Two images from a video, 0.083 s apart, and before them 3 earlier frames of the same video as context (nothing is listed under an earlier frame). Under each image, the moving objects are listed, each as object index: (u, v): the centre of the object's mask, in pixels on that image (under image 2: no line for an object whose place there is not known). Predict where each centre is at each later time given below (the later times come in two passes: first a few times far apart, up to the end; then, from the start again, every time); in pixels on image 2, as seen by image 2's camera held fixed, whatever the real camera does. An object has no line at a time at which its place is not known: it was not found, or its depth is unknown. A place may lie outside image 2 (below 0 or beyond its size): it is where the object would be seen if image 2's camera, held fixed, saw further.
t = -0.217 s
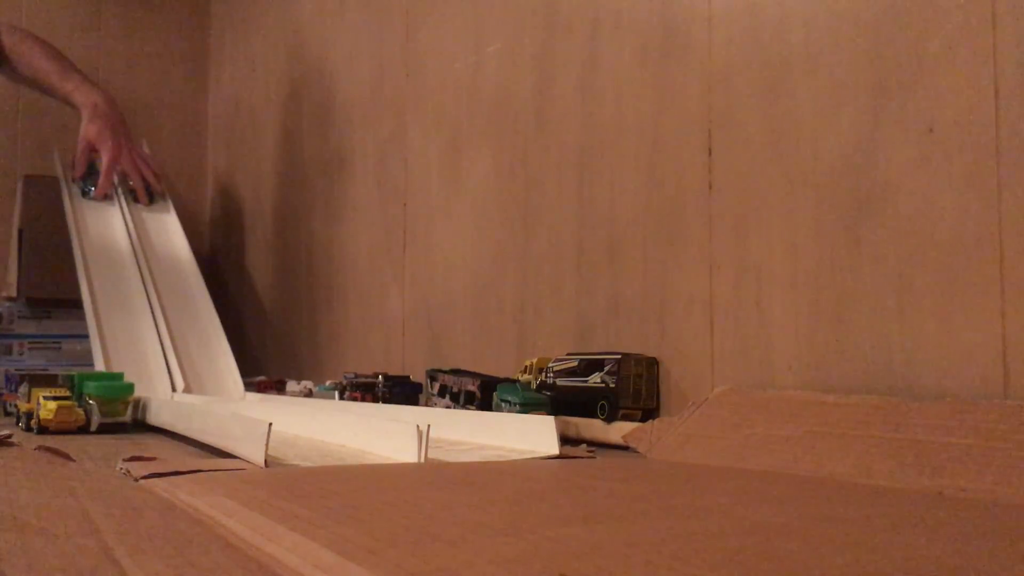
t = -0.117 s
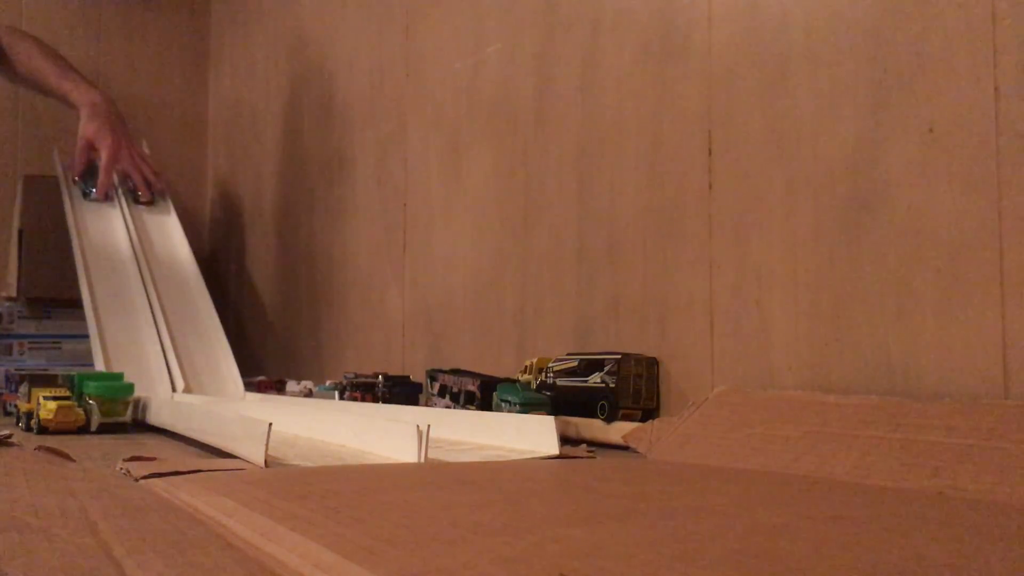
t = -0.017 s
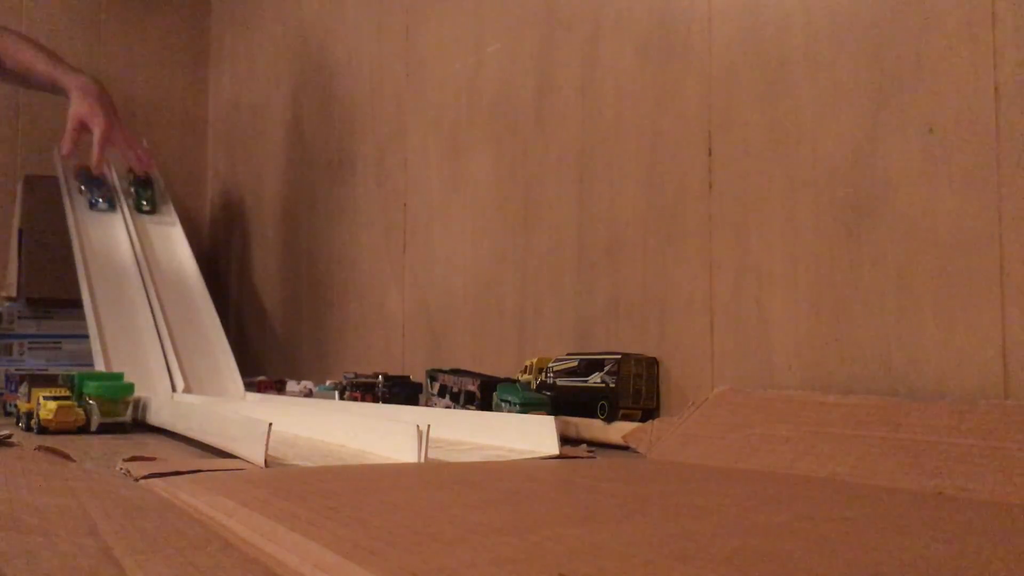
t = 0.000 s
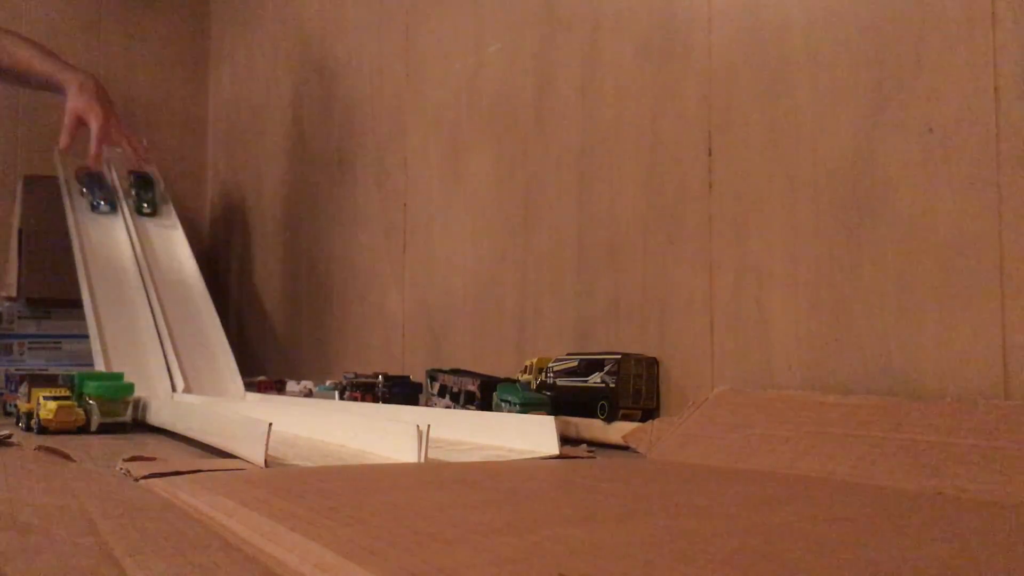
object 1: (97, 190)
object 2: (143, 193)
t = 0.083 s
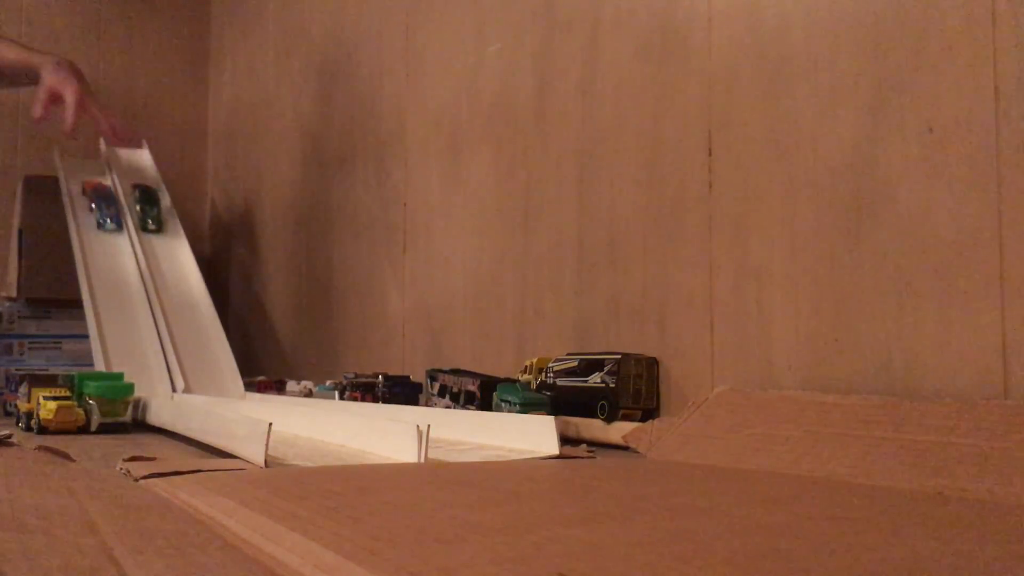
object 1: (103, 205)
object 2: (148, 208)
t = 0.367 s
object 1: (143, 343)
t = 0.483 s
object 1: (170, 388)
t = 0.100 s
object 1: (105, 210)
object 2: (148, 212)
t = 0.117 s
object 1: (107, 214)
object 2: (149, 216)
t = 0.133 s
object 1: (108, 219)
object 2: (151, 221)
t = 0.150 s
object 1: (111, 225)
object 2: (152, 227)
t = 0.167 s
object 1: (112, 230)
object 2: (153, 232)
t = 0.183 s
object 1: (114, 237)
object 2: (155, 238)
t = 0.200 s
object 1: (116, 244)
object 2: (156, 244)
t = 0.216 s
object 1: (118, 251)
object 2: (158, 251)
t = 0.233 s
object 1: (121, 257)
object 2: (160, 257)
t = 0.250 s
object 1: (122, 265)
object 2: (161, 265)
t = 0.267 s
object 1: (125, 275)
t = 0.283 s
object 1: (128, 284)
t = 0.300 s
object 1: (131, 295)
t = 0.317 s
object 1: (134, 306)
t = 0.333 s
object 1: (137, 317)
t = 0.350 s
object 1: (140, 329)
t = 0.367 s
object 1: (143, 343)
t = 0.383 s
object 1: (148, 357)
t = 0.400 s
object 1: (150, 364)
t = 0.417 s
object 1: (153, 371)
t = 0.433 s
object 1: (155, 381)
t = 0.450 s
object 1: (163, 387)
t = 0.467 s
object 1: (169, 389)
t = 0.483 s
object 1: (170, 388)
